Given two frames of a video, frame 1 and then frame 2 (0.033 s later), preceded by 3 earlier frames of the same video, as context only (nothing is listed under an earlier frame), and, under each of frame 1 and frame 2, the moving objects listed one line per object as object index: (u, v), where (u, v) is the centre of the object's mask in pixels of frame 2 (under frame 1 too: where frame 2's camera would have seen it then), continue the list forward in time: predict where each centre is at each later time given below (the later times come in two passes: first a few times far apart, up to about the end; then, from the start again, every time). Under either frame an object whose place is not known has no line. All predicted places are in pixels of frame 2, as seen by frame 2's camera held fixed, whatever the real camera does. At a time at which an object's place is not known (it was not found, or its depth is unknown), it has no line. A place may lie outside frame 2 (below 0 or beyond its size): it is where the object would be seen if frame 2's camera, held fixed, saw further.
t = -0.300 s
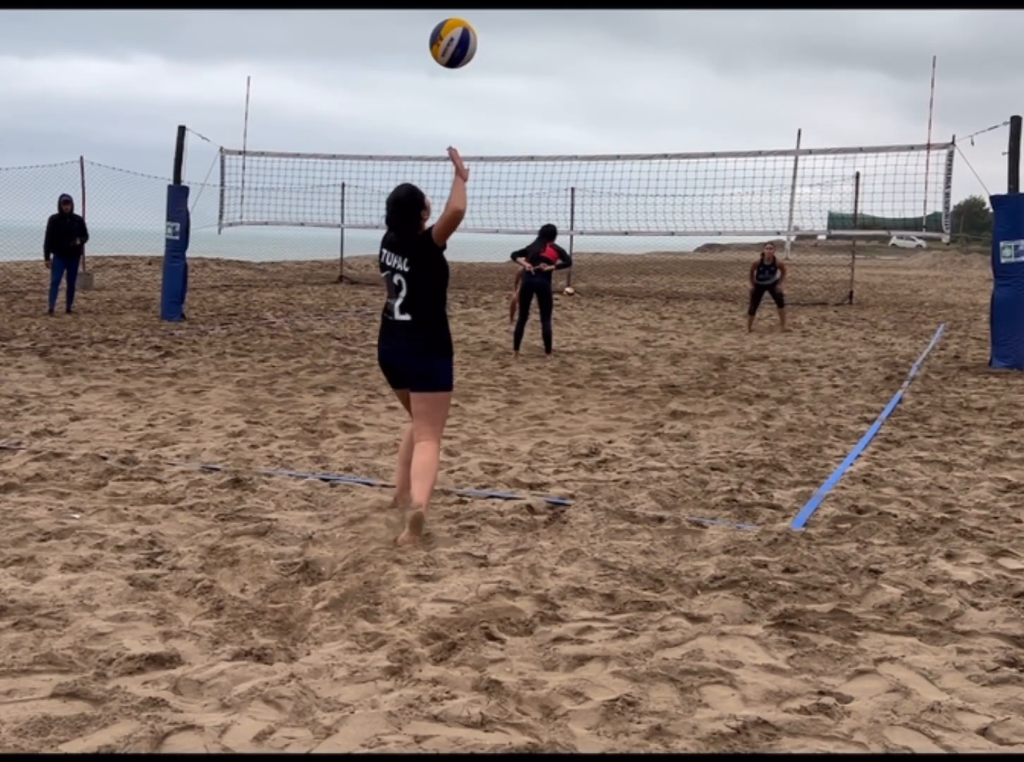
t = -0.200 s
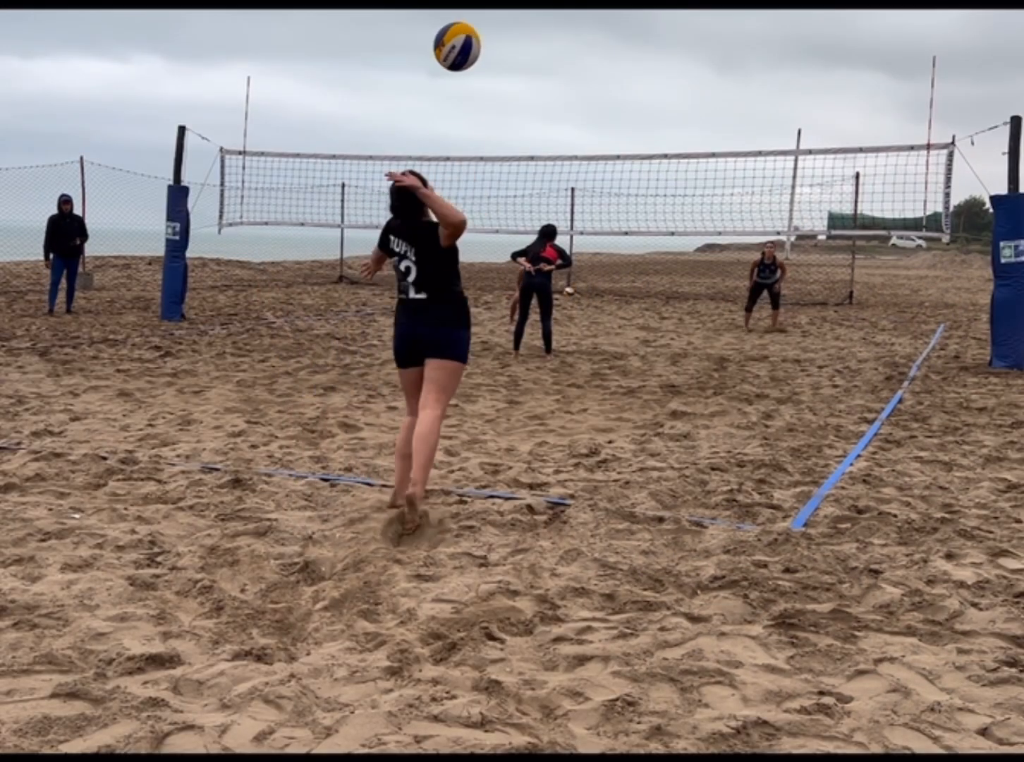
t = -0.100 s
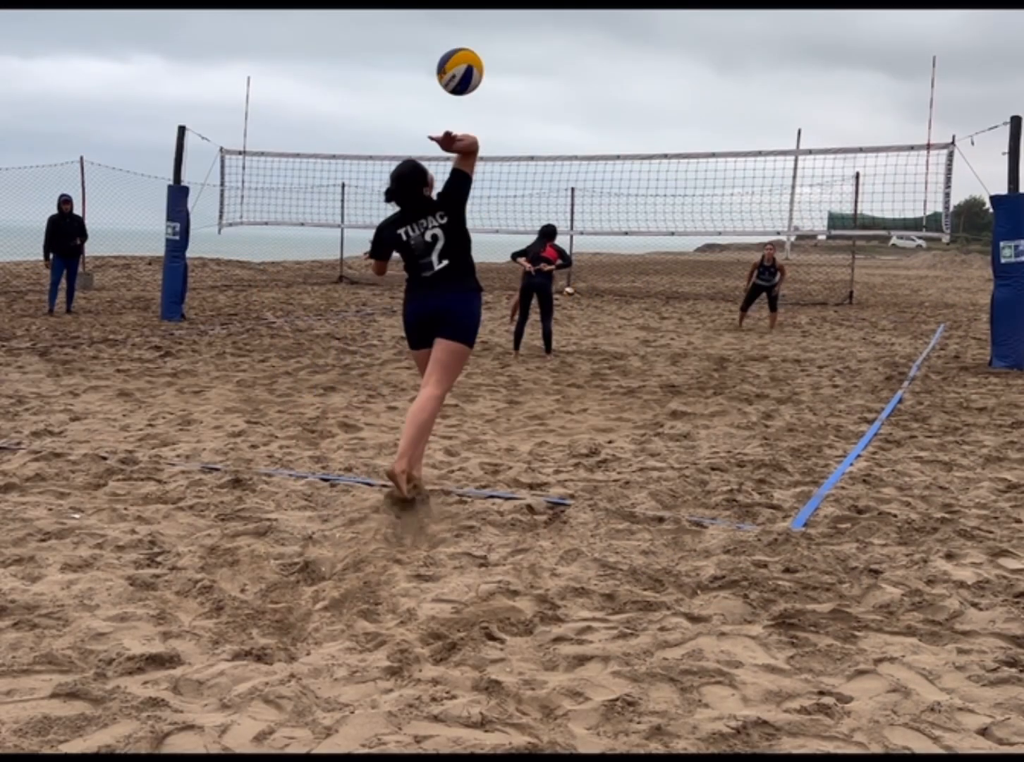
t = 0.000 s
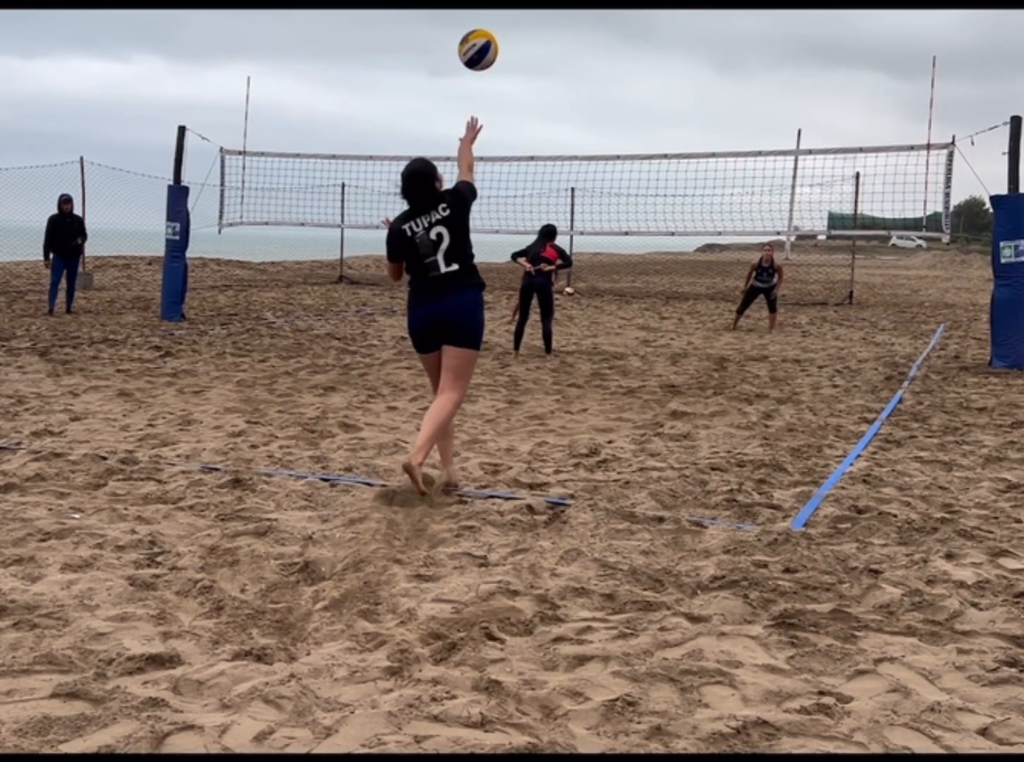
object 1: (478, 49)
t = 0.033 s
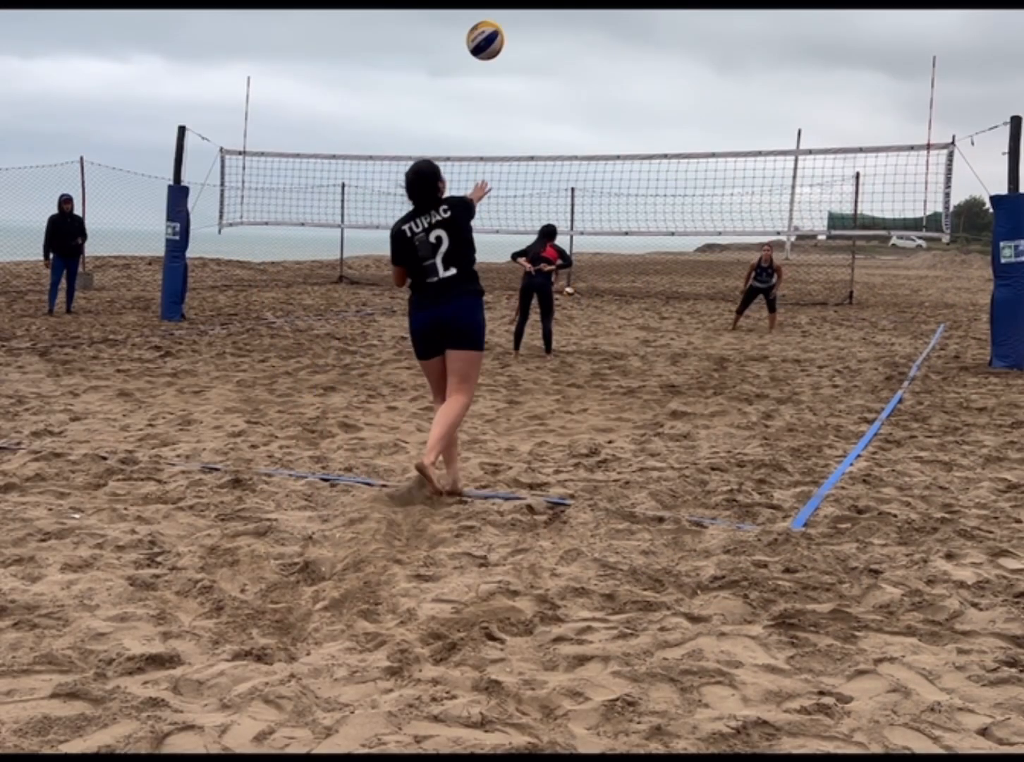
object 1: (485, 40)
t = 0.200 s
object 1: (516, 30)
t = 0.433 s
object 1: (535, 59)
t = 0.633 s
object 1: (544, 104)
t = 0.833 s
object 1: (551, 166)
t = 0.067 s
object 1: (492, 34)
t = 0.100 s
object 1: (499, 30)
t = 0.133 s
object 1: (505, 29)
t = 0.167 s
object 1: (511, 29)
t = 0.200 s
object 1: (516, 30)
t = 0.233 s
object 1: (521, 32)
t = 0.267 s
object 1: (524, 35)
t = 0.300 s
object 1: (528, 38)
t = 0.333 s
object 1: (530, 43)
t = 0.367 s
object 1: (532, 48)
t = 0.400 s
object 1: (534, 53)
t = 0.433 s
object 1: (535, 59)
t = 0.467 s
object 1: (536, 65)
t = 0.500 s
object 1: (537, 72)
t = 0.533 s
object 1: (539, 80)
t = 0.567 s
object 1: (541, 87)
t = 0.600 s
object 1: (543, 96)
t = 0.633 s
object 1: (544, 104)
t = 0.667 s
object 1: (546, 114)
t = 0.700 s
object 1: (548, 123)
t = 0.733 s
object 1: (549, 134)
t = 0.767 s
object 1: (550, 144)
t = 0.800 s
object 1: (550, 151)
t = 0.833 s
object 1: (551, 166)
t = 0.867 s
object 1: (550, 176)
